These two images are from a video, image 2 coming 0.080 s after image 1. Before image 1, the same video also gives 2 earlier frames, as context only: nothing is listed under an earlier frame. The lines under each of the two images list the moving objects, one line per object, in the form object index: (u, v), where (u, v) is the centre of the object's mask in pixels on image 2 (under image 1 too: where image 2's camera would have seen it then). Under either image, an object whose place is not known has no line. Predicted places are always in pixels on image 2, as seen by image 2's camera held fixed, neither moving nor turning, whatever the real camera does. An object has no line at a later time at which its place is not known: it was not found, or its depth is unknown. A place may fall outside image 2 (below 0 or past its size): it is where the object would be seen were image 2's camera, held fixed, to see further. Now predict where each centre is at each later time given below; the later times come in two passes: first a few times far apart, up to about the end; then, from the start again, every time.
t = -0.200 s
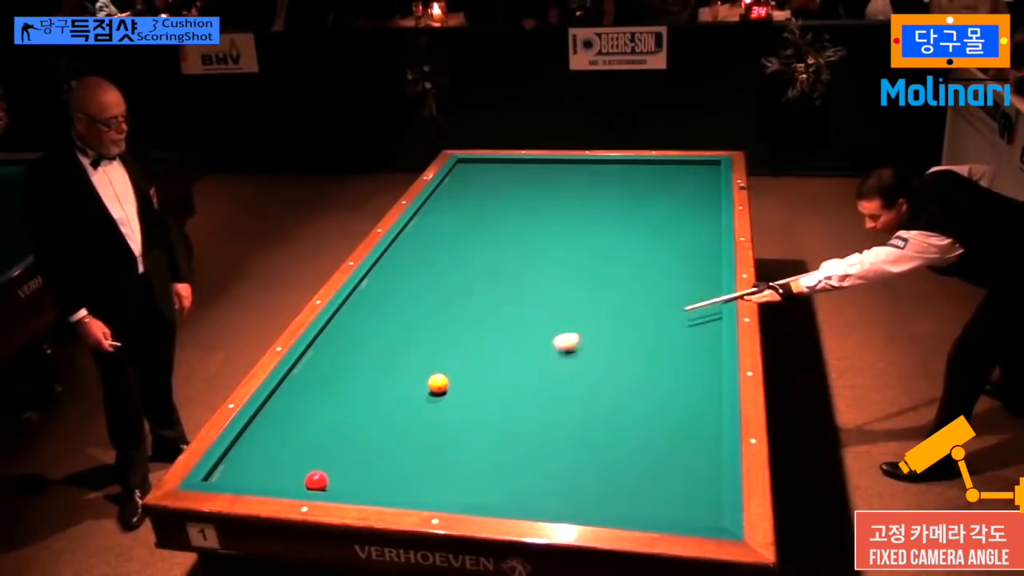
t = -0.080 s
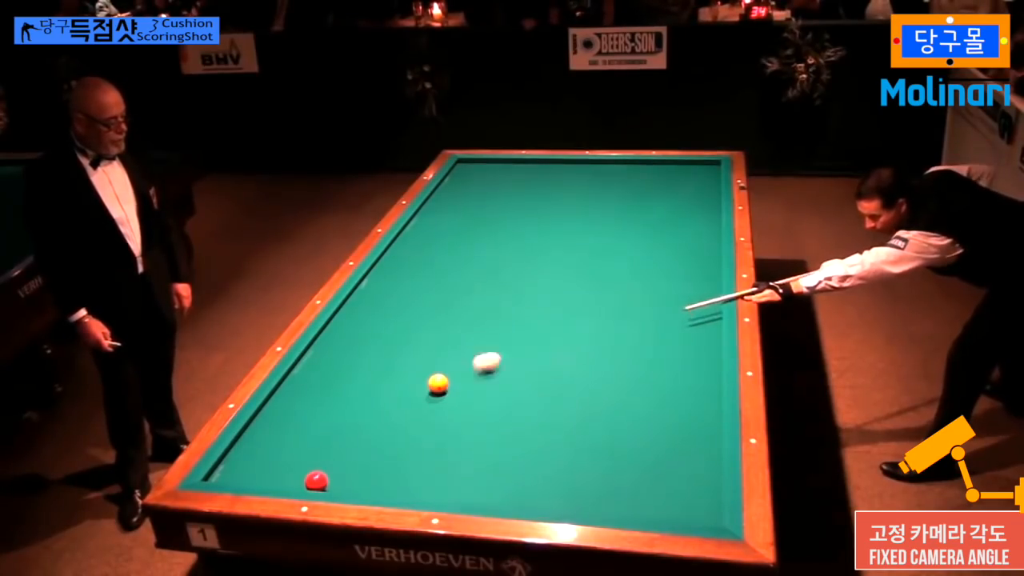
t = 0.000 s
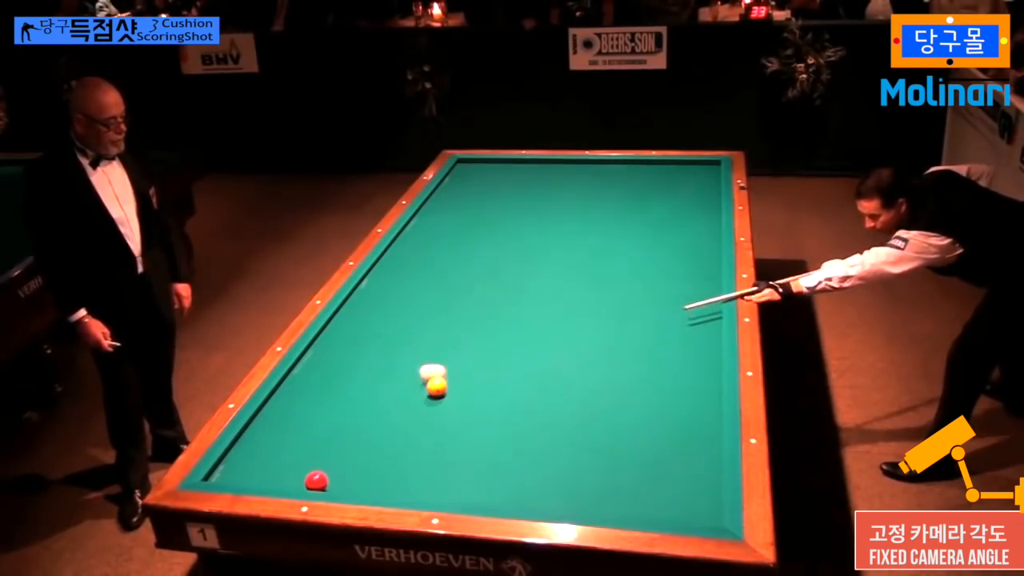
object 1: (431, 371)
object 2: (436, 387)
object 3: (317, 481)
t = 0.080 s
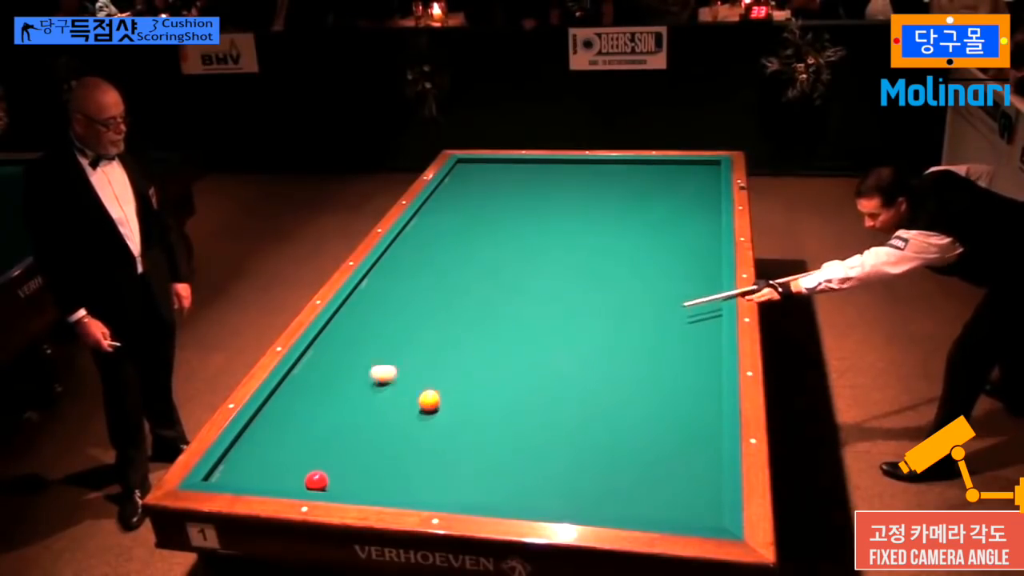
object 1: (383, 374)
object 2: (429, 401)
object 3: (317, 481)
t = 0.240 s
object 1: (291, 380)
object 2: (416, 427)
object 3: (317, 481)
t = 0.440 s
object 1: (373, 396)
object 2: (399, 459)
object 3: (317, 480)
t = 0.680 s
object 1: (454, 417)
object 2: (384, 485)
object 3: (317, 481)
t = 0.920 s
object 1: (536, 440)
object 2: (393, 463)
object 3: (317, 480)
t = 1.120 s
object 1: (611, 459)
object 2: (400, 445)
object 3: (317, 481)
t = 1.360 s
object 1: (707, 484)
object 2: (407, 425)
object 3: (317, 481)
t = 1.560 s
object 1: (657, 486)
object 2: (413, 410)
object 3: (317, 481)
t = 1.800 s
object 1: (602, 489)
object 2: (419, 393)
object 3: (317, 481)
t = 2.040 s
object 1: (548, 491)
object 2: (425, 378)
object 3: (317, 481)
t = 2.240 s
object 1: (505, 494)
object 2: (429, 367)
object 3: (317, 480)
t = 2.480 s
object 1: (454, 494)
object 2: (434, 354)
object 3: (317, 481)
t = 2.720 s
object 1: (413, 489)
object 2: (438, 342)
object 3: (317, 480)
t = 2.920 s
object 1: (381, 485)
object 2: (442, 333)
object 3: (317, 481)
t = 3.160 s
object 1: (344, 479)
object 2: (446, 322)
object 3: (316, 481)
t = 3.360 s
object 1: (332, 470)
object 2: (449, 314)
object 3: (304, 481)
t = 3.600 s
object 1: (323, 459)
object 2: (452, 305)
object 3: (294, 478)
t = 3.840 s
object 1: (315, 449)
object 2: (455, 297)
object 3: (284, 476)
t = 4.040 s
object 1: (308, 442)
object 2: (457, 291)
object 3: (277, 473)
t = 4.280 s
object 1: (302, 433)
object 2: (459, 283)
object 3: (269, 471)
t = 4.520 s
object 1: (295, 425)
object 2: (462, 277)
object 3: (262, 468)
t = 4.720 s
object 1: (290, 419)
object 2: (464, 272)
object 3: (256, 466)
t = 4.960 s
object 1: (284, 412)
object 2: (466, 266)
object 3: (250, 464)
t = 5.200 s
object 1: (279, 406)
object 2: (468, 260)
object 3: (245, 462)
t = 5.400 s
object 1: (275, 401)
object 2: (469, 256)
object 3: (241, 461)
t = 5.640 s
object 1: (280, 398)
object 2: (471, 252)
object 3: (237, 459)
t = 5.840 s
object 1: (286, 395)
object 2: (472, 248)
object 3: (234, 458)
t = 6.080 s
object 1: (291, 393)
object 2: (474, 244)
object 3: (231, 457)
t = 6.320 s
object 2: (475, 240)
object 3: (231, 458)
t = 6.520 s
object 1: (301, 388)
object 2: (476, 238)
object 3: (234, 458)
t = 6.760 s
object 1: (304, 387)
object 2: (478, 234)
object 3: (234, 456)
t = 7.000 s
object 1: (307, 386)
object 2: (479, 232)
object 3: (234, 456)
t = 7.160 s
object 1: (309, 386)
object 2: (480, 230)
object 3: (234, 456)
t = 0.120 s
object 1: (358, 375)
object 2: (425, 408)
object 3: (317, 481)
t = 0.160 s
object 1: (333, 377)
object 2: (422, 415)
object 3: (317, 481)
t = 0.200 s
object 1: (309, 378)
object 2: (419, 421)
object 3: (317, 480)
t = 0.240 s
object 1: (291, 380)
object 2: (416, 427)
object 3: (317, 481)
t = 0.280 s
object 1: (307, 383)
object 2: (413, 433)
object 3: (317, 480)
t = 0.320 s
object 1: (324, 387)
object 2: (409, 439)
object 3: (316, 481)
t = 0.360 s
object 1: (341, 390)
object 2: (406, 446)
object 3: (317, 480)
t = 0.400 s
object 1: (357, 393)
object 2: (403, 452)
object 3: (317, 480)
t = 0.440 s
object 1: (373, 396)
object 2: (399, 459)
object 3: (317, 480)
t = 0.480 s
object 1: (387, 400)
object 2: (396, 466)
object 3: (317, 481)
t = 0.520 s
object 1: (401, 403)
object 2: (392, 472)
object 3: (317, 481)
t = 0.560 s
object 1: (415, 407)
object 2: (389, 480)
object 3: (317, 481)
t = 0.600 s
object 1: (427, 410)
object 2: (386, 484)
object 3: (317, 481)
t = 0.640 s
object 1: (441, 414)
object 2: (382, 489)
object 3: (317, 480)
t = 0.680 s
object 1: (454, 417)
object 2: (384, 485)
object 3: (317, 481)
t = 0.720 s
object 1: (467, 421)
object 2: (386, 482)
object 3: (317, 481)
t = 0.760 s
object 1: (480, 424)
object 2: (387, 478)
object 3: (317, 480)
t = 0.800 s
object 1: (494, 428)
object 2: (389, 474)
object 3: (317, 480)
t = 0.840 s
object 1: (508, 432)
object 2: (390, 470)
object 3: (317, 480)
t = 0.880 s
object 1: (522, 436)
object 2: (392, 466)
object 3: (317, 480)
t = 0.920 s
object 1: (536, 440)
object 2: (393, 463)
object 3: (317, 480)
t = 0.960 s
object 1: (551, 443)
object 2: (395, 459)
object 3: (317, 480)
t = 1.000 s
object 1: (565, 447)
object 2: (396, 455)
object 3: (317, 480)
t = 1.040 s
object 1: (580, 451)
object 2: (397, 452)
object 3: (317, 480)
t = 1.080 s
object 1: (596, 455)
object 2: (399, 448)
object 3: (317, 480)
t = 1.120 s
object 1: (611, 459)
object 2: (400, 445)
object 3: (317, 481)
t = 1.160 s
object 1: (626, 463)
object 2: (401, 442)
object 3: (317, 481)
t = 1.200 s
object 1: (642, 467)
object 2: (402, 438)
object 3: (317, 481)
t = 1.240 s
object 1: (658, 471)
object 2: (404, 435)
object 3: (317, 481)
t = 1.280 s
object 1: (674, 476)
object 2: (405, 432)
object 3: (317, 481)
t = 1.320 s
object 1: (691, 480)
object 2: (406, 428)
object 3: (317, 481)
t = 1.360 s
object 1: (707, 484)
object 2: (407, 425)
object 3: (317, 481)
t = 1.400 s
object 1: (702, 485)
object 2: (409, 422)
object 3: (317, 481)
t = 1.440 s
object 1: (689, 485)
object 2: (410, 419)
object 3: (317, 481)
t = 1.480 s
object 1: (677, 485)
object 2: (411, 416)
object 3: (317, 481)
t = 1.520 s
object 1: (666, 486)
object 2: (412, 413)
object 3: (317, 481)
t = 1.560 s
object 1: (657, 486)
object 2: (413, 410)
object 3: (317, 481)
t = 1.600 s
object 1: (648, 487)
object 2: (414, 407)
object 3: (317, 481)
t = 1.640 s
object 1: (638, 487)
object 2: (415, 404)
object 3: (317, 481)
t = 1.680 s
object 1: (630, 488)
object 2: (416, 401)
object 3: (317, 480)
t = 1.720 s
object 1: (620, 488)
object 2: (417, 399)
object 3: (317, 481)
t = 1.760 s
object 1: (611, 489)
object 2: (418, 396)
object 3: (317, 481)
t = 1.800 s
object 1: (602, 489)
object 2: (419, 393)
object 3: (317, 481)
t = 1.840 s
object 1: (593, 490)
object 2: (420, 391)
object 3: (317, 481)
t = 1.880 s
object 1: (584, 490)
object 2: (421, 388)
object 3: (317, 481)
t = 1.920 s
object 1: (575, 490)
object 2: (422, 386)
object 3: (317, 481)
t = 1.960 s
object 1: (566, 491)
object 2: (423, 383)
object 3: (317, 481)
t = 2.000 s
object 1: (557, 491)
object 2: (424, 381)
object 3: (317, 481)
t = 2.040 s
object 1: (548, 491)
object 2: (425, 378)
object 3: (317, 481)
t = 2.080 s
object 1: (540, 492)
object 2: (426, 376)
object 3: (317, 481)
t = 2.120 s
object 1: (531, 492)
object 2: (426, 374)
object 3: (317, 481)
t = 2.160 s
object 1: (522, 493)
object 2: (427, 371)
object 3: (317, 481)
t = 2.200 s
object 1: (514, 493)
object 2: (428, 369)
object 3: (317, 481)
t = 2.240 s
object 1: (505, 494)
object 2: (429, 367)
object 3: (317, 480)
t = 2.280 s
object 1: (497, 494)
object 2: (430, 365)
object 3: (317, 481)
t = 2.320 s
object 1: (488, 494)
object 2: (431, 363)
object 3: (317, 481)
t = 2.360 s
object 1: (479, 494)
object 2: (432, 360)
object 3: (317, 481)
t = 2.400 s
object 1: (471, 494)
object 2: (432, 358)
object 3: (317, 481)
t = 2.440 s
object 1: (462, 494)
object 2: (433, 356)
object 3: (317, 481)
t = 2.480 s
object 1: (454, 494)
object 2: (434, 354)
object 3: (317, 481)
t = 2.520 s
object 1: (447, 493)
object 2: (435, 352)
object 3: (317, 481)
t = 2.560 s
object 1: (440, 493)
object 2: (435, 350)
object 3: (317, 481)
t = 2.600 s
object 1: (433, 491)
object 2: (436, 348)
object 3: (317, 481)
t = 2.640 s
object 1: (426, 491)
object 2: (437, 346)
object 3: (317, 481)
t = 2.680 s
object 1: (420, 490)
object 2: (438, 344)
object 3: (317, 481)
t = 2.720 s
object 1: (413, 489)
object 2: (438, 342)
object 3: (317, 480)
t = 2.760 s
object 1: (407, 488)
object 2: (439, 340)
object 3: (317, 481)
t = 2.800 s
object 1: (400, 487)
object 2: (440, 338)
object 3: (317, 481)
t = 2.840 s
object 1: (394, 486)
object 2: (440, 336)
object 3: (317, 481)
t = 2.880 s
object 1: (387, 485)
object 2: (441, 334)
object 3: (317, 480)
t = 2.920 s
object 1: (381, 485)
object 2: (442, 333)
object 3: (317, 481)
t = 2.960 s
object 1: (375, 484)
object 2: (443, 331)
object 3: (317, 481)
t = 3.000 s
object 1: (368, 483)
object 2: (443, 329)
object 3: (317, 481)
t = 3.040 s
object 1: (362, 482)
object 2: (444, 327)
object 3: (317, 481)
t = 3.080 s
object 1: (356, 481)
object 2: (444, 325)
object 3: (317, 481)
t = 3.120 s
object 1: (350, 480)
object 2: (445, 324)
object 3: (317, 481)
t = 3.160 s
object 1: (344, 479)
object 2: (446, 322)
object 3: (316, 481)
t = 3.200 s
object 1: (339, 478)
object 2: (446, 320)
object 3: (317, 481)
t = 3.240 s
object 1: (337, 476)
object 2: (447, 319)
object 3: (312, 481)
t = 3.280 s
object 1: (335, 474)
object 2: (448, 317)
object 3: (309, 482)
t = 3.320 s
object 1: (334, 472)
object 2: (448, 316)
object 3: (306, 482)
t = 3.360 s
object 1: (332, 470)
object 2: (449, 314)
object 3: (304, 481)
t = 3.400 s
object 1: (331, 469)
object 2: (449, 313)
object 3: (303, 480)
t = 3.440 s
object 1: (329, 467)
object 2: (450, 311)
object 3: (301, 480)
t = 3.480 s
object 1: (328, 464)
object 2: (450, 310)
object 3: (299, 479)
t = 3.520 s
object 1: (326, 463)
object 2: (451, 308)
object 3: (297, 479)
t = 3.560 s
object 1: (325, 461)
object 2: (451, 307)
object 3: (296, 478)
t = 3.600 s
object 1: (323, 459)
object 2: (452, 305)
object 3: (294, 478)
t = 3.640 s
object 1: (322, 457)
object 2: (452, 304)
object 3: (292, 477)
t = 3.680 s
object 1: (321, 456)
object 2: (453, 303)
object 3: (291, 477)
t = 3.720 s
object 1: (319, 454)
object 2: (453, 301)
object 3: (289, 477)
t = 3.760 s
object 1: (318, 453)
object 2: (454, 300)
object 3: (288, 476)
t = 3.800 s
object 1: (316, 451)
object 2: (454, 298)
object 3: (286, 476)
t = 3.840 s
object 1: (315, 449)
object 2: (455, 297)
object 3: (284, 476)
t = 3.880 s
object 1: (314, 448)
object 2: (455, 296)
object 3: (283, 475)
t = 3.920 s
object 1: (312, 446)
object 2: (456, 294)
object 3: (281, 475)
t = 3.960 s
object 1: (311, 445)
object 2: (456, 293)
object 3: (280, 474)
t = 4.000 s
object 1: (310, 443)
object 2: (457, 292)
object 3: (278, 474)
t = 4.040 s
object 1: (308, 442)
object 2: (457, 291)
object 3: (277, 473)
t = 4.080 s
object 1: (307, 440)
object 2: (457, 289)
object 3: (275, 472)
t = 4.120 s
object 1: (306, 438)
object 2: (458, 288)
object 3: (274, 472)
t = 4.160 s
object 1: (305, 437)
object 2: (458, 287)
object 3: (273, 472)
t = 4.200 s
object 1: (304, 436)
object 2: (459, 286)
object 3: (271, 471)
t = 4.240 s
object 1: (303, 434)
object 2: (459, 285)
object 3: (270, 471)
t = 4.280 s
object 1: (302, 433)
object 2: (459, 283)
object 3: (269, 471)
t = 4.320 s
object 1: (300, 431)
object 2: (460, 282)
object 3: (268, 471)
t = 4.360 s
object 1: (299, 430)
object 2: (460, 281)
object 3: (266, 470)
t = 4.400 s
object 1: (298, 429)
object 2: (461, 280)
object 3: (265, 470)
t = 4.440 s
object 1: (297, 427)
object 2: (461, 279)
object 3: (264, 469)
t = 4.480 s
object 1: (296, 426)
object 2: (461, 278)
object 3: (263, 469)
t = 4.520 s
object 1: (295, 425)
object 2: (462, 277)
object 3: (262, 468)
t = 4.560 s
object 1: (294, 423)
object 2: (462, 276)
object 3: (261, 468)
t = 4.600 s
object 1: (293, 422)
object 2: (463, 275)
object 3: (260, 467)
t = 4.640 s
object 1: (292, 421)
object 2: (463, 273)
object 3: (259, 467)
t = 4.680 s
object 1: (291, 420)
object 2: (463, 272)
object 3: (257, 466)
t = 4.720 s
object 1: (290, 419)
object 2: (464, 272)
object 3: (256, 466)
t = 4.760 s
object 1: (289, 418)
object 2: (464, 271)
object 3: (255, 466)
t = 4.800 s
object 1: (288, 416)
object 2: (465, 270)
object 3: (254, 465)
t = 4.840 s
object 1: (287, 415)
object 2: (465, 269)
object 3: (253, 465)
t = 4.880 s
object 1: (286, 414)
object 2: (465, 268)
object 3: (252, 464)
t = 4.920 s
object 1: (285, 413)
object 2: (466, 267)
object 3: (251, 464)
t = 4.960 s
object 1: (284, 412)
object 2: (466, 266)
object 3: (250, 464)
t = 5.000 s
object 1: (283, 411)
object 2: (466, 265)
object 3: (249, 463)
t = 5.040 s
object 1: (282, 410)
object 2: (466, 264)
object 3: (248, 463)
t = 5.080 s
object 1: (281, 408)
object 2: (467, 263)
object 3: (247, 463)
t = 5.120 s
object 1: (281, 408)
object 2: (467, 262)
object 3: (247, 462)
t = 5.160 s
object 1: (280, 407)
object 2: (467, 261)
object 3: (246, 462)
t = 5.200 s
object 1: (279, 406)
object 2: (468, 260)
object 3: (245, 462)
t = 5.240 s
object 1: (278, 405)
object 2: (468, 260)
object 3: (244, 461)
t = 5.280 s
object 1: (277, 404)
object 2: (468, 259)
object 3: (243, 461)
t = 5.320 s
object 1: (276, 403)
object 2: (469, 258)
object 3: (243, 461)
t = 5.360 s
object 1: (275, 402)
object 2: (469, 257)
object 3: (242, 461)
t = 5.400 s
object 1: (275, 401)
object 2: (469, 256)
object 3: (241, 461)
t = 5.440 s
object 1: (274, 400)
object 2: (469, 256)
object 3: (240, 460)
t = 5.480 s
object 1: (276, 399)
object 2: (470, 255)
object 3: (240, 460)
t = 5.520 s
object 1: (277, 399)
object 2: (470, 254)
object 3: (239, 460)
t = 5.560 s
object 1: (278, 399)
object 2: (470, 253)
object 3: (238, 460)
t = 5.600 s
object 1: (279, 398)
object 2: (471, 253)
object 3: (238, 459)
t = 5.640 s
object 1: (280, 398)
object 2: (471, 252)
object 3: (237, 459)
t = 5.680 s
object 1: (281, 397)
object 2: (471, 251)
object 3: (236, 458)
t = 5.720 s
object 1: (282, 397)
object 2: (471, 250)
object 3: (235, 459)
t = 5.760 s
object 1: (283, 396)
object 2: (472, 250)
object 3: (235, 459)
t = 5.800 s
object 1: (285, 395)
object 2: (472, 249)
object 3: (234, 459)
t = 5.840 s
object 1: (286, 395)
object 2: (472, 248)
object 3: (234, 458)
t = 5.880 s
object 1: (287, 395)
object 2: (473, 247)
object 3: (233, 458)
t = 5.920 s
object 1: (287, 395)
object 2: (473, 247)
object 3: (233, 457)
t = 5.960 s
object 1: (289, 394)
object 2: (473, 246)
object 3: (232, 458)
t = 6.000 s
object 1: (290, 394)
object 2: (473, 246)
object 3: (232, 458)
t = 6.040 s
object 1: (290, 393)
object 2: (473, 245)
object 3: (231, 458)
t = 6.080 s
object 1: (291, 393)
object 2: (474, 244)
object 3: (231, 457)
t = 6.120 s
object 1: (292, 393)
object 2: (474, 244)
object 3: (231, 458)
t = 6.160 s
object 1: (293, 392)
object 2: (474, 243)
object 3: (231, 458)
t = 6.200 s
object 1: (294, 392)
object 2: (475, 242)
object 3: (232, 458)
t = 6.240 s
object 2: (475, 242)
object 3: (232, 457)
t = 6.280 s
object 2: (475, 241)
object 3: (232, 458)
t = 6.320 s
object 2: (475, 240)
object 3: (231, 458)
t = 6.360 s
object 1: (302, 384)
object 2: (476, 240)
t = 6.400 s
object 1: (298, 390)
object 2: (476, 240)
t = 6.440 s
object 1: (299, 389)
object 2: (476, 239)
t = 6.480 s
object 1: (300, 389)
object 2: (476, 238)
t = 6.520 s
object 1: (301, 388)
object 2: (476, 238)
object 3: (234, 458)
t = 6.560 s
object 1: (301, 389)
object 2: (477, 237)
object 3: (234, 456)
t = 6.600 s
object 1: (302, 388)
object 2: (477, 237)
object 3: (234, 456)
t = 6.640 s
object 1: (302, 388)
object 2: (477, 236)
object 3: (234, 456)
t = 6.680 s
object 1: (303, 388)
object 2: (478, 236)
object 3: (234, 456)
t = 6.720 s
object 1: (303, 388)
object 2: (478, 235)
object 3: (234, 456)
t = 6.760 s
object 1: (304, 387)
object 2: (478, 234)
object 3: (234, 456)
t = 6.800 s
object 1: (305, 387)
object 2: (478, 234)
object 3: (234, 456)
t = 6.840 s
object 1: (305, 387)
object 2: (478, 234)
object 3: (234, 456)
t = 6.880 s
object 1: (306, 387)
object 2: (478, 233)
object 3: (234, 456)
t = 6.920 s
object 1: (306, 387)
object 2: (479, 233)
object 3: (234, 456)
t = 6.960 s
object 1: (306, 387)
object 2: (479, 232)
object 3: (234, 456)
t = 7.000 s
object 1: (307, 386)
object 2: (479, 232)
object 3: (234, 456)
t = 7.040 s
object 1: (307, 386)
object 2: (479, 231)
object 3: (234, 456)
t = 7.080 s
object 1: (308, 386)
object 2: (480, 231)
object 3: (234, 456)
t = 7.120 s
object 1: (308, 386)
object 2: (480, 230)
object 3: (234, 456)
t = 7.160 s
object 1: (309, 386)
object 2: (480, 230)
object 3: (234, 456)
